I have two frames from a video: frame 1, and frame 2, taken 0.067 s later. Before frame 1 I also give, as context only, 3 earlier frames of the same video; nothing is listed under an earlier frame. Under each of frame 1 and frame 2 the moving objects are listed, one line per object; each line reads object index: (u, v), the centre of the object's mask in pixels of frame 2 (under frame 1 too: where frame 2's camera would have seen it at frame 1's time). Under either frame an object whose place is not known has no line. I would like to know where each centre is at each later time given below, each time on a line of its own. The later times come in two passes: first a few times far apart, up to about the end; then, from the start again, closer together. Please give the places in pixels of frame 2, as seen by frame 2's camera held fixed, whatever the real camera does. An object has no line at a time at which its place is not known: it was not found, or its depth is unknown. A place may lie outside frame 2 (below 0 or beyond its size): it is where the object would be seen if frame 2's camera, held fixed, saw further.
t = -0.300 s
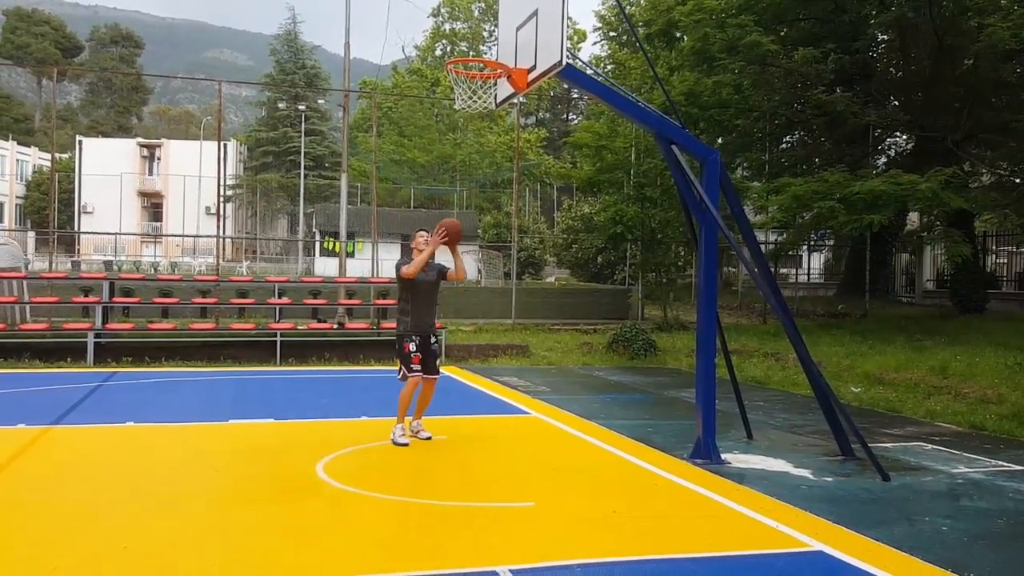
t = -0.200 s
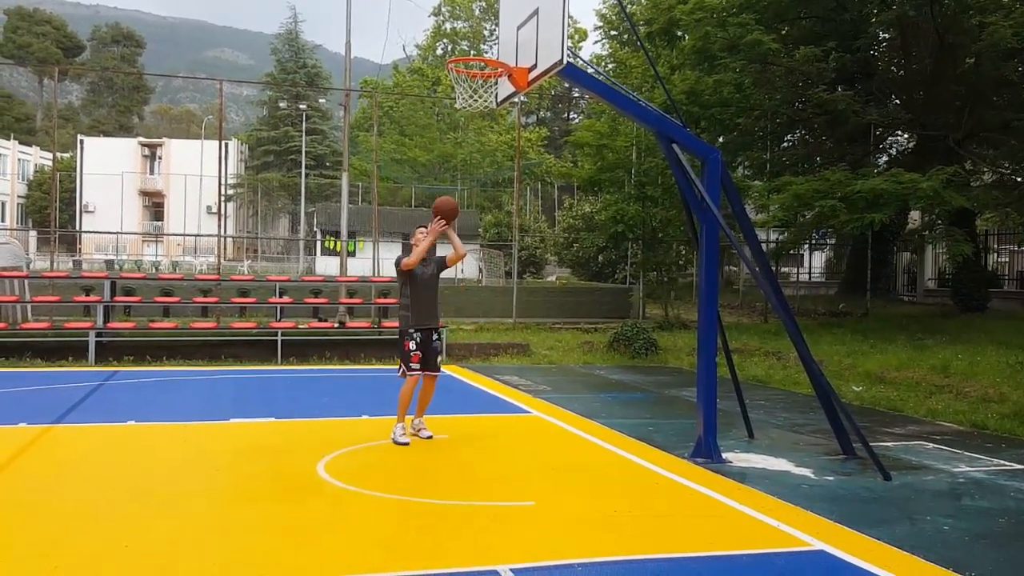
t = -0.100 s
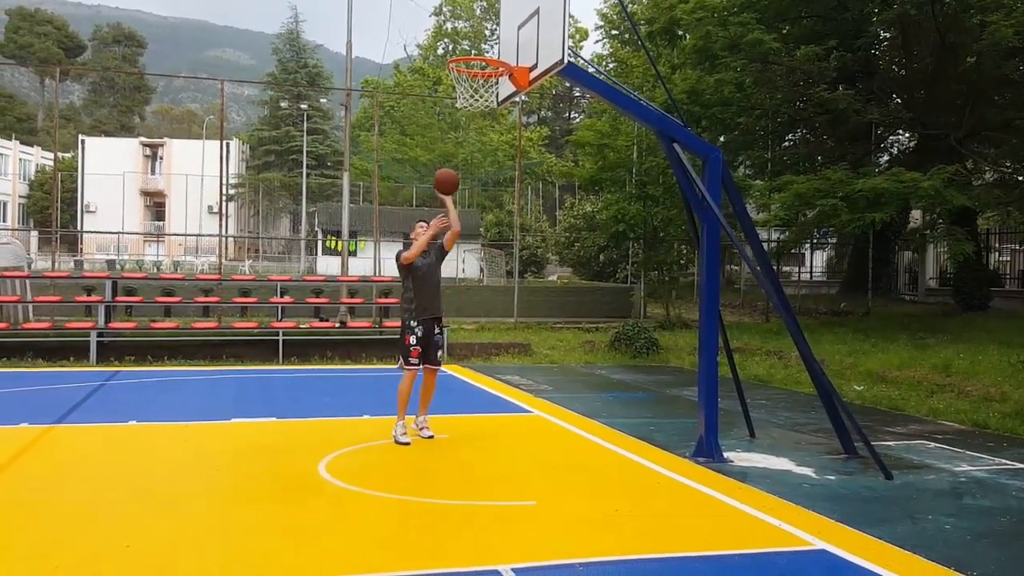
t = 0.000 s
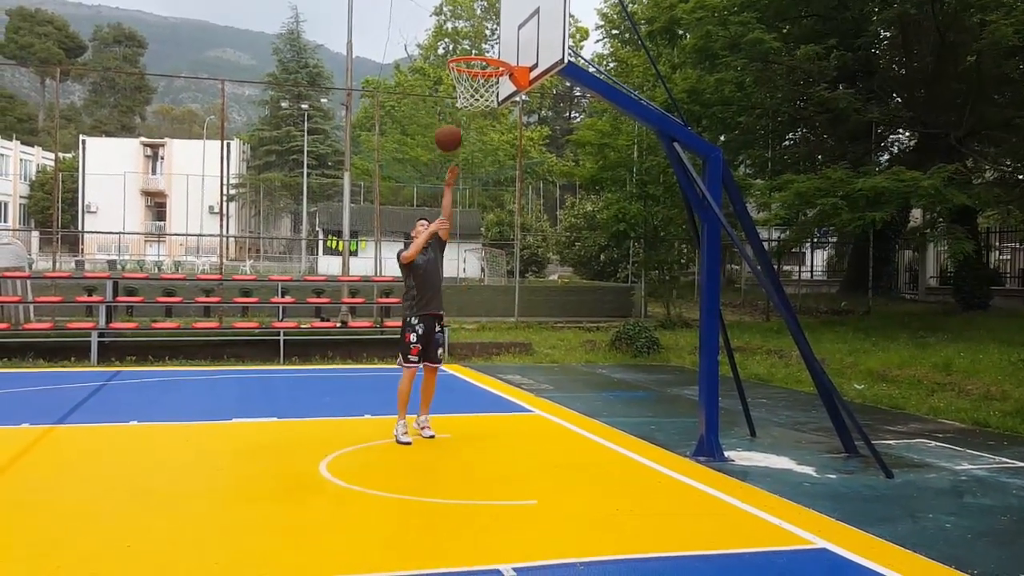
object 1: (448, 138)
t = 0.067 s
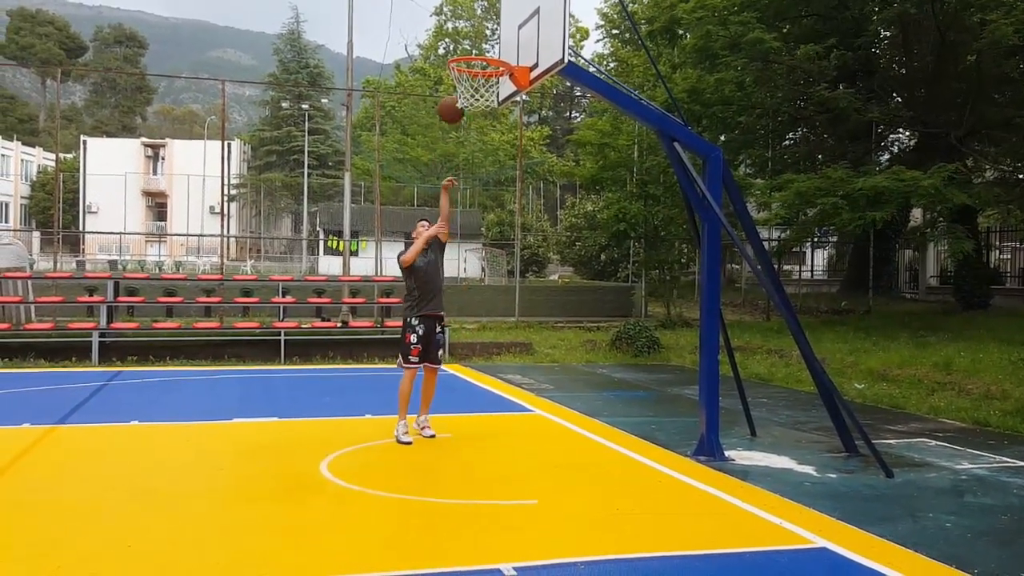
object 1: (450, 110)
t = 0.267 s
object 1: (458, 47)
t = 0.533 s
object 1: (466, 40)
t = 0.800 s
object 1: (481, 77)
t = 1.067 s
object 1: (491, 146)
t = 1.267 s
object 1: (494, 258)
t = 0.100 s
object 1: (448, 96)
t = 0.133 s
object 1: (448, 87)
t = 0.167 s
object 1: (447, 79)
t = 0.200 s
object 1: (448, 61)
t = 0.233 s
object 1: (455, 50)
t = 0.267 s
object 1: (458, 47)
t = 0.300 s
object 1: (459, 44)
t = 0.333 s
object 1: (460, 40)
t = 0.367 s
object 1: (460, 36)
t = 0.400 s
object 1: (462, 34)
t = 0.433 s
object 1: (463, 34)
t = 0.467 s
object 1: (464, 34)
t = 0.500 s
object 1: (465, 36)
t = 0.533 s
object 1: (466, 40)
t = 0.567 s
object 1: (467, 43)
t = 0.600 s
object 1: (468, 47)
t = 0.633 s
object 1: (469, 53)
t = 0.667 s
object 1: (472, 55)
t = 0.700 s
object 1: (475, 63)
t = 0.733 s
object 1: (476, 71)
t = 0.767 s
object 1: (479, 75)
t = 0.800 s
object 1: (481, 77)
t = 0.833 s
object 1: (486, 78)
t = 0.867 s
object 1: (483, 95)
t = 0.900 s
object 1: (485, 97)
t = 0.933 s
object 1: (487, 103)
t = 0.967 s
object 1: (488, 112)
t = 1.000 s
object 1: (489, 122)
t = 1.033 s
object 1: (490, 133)
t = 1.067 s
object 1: (491, 146)
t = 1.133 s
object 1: (491, 177)
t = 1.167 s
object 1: (492, 195)
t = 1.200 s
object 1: (492, 214)
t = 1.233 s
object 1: (494, 235)
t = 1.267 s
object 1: (494, 258)
